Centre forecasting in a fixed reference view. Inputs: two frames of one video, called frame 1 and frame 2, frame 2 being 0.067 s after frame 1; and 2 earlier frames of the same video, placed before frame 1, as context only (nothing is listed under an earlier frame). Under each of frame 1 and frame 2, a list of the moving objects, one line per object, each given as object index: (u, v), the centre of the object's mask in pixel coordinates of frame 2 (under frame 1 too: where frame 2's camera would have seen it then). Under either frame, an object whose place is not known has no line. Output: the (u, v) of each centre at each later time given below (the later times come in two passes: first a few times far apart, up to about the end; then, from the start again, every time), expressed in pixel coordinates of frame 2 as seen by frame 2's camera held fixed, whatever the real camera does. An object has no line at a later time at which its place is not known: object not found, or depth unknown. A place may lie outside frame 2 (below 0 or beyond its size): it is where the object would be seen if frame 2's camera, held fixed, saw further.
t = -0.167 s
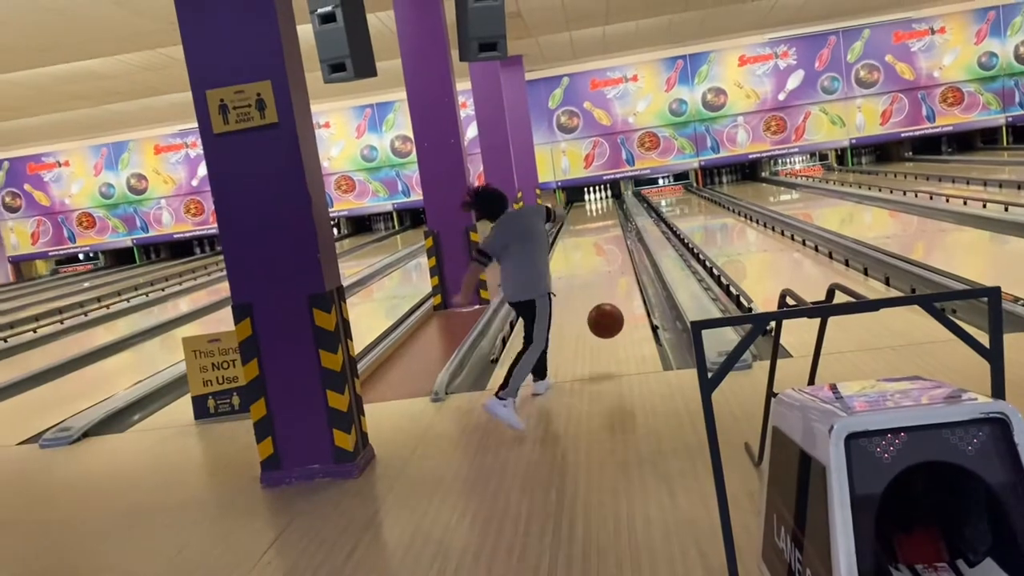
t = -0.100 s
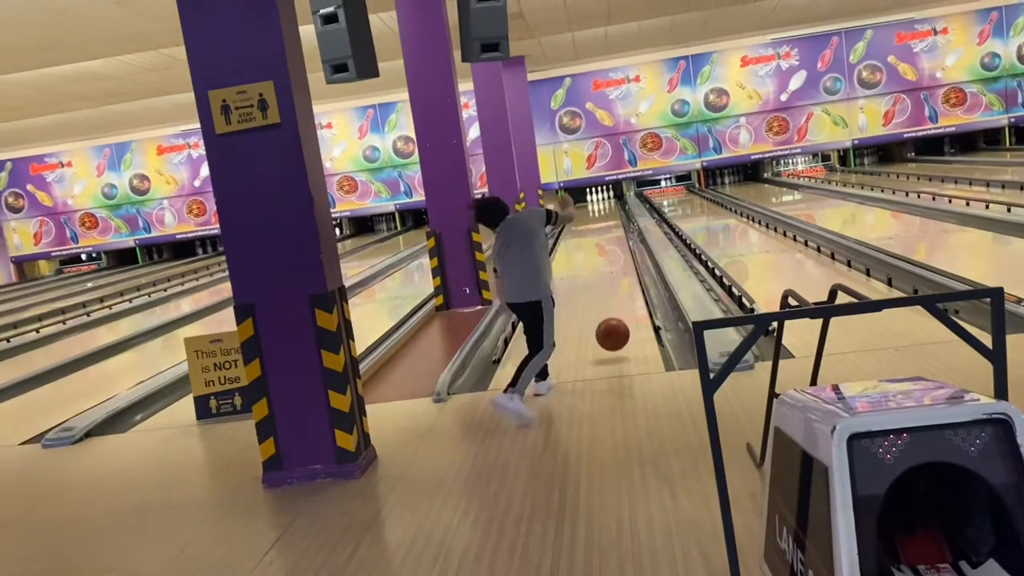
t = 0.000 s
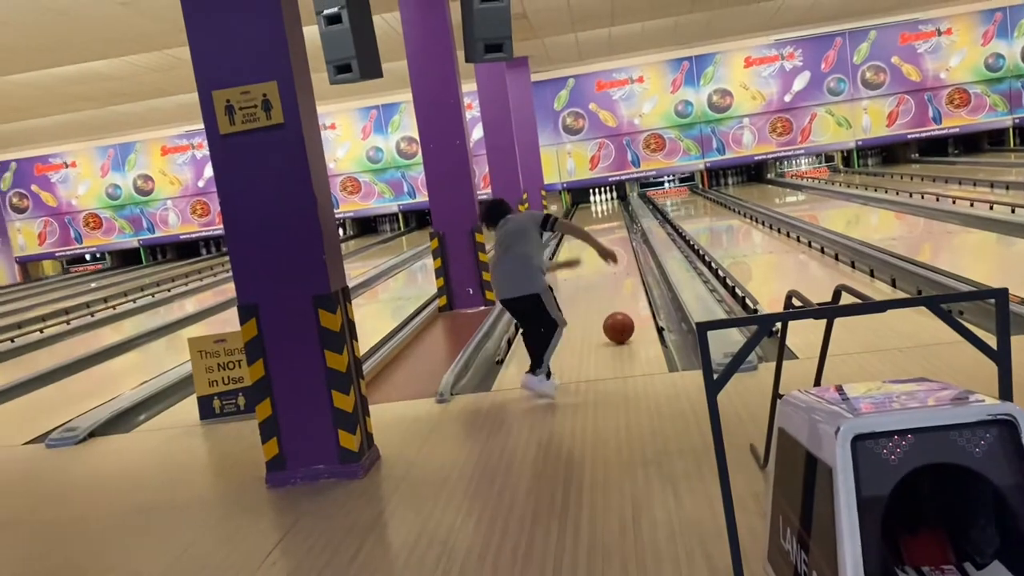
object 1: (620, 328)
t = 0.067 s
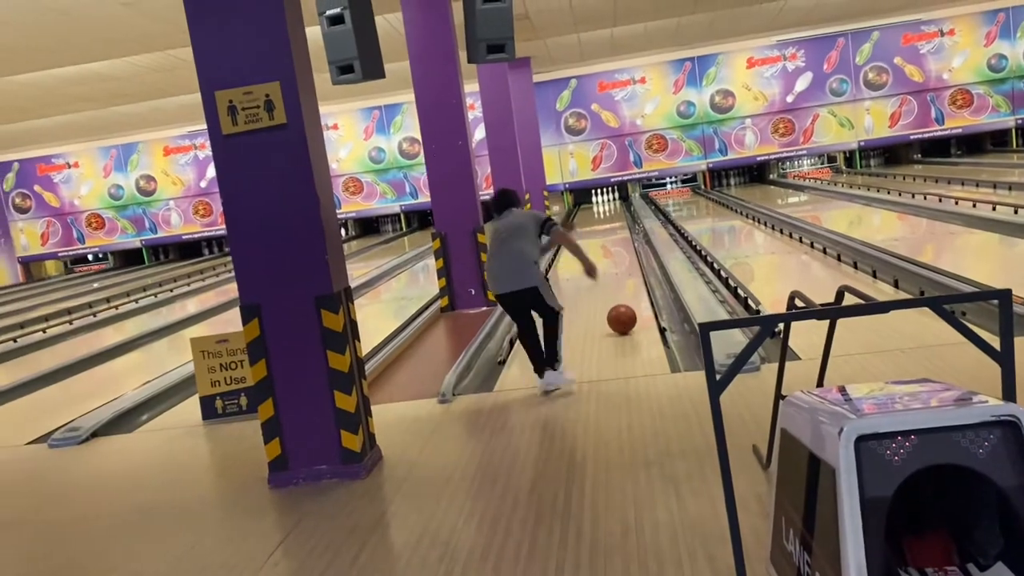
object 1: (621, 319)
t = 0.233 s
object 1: (623, 301)
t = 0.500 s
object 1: (625, 280)
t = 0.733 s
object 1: (626, 268)
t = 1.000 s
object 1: (626, 257)
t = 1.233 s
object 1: (626, 250)
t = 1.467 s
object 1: (626, 244)
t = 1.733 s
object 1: (623, 239)
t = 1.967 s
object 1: (621, 234)
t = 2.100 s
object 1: (620, 232)
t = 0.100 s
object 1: (622, 315)
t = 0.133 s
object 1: (622, 311)
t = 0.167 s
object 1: (622, 307)
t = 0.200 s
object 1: (623, 304)
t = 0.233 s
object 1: (623, 301)
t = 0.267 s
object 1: (623, 298)
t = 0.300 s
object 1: (624, 295)
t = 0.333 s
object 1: (624, 292)
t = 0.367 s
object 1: (624, 289)
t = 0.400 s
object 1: (624, 287)
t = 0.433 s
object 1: (625, 284)
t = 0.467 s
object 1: (625, 282)
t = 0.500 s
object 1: (625, 280)
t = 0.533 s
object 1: (625, 278)
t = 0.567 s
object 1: (625, 276)
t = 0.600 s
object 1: (626, 274)
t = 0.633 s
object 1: (626, 272)
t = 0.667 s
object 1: (626, 271)
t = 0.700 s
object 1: (626, 269)
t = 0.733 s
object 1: (626, 268)
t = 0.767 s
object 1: (626, 266)
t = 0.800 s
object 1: (626, 265)
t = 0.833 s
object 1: (626, 263)
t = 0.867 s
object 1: (626, 262)
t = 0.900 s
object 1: (626, 261)
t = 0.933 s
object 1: (626, 260)
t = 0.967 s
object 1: (626, 258)
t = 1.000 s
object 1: (626, 257)
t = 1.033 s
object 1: (626, 256)
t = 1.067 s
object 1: (626, 255)
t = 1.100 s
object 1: (626, 254)
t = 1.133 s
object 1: (626, 253)
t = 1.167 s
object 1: (626, 252)
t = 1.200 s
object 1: (626, 251)
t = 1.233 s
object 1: (626, 250)
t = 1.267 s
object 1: (626, 249)
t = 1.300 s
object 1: (626, 248)
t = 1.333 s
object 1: (625, 247)
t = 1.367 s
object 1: (626, 246)
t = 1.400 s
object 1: (626, 246)
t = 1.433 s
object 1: (626, 245)
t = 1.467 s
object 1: (626, 244)
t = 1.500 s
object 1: (625, 243)
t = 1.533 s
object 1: (625, 243)
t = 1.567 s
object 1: (625, 242)
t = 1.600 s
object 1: (625, 241)
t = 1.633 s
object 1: (624, 241)
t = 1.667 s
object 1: (624, 240)
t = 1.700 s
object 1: (624, 239)
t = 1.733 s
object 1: (623, 239)
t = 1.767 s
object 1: (623, 238)
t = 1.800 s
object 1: (623, 237)
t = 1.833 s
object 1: (622, 237)
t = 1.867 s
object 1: (622, 236)
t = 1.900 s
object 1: (622, 236)
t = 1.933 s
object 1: (621, 235)
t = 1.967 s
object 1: (621, 234)
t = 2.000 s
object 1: (621, 234)
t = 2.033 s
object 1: (621, 233)
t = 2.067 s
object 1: (620, 232)
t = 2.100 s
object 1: (620, 232)
